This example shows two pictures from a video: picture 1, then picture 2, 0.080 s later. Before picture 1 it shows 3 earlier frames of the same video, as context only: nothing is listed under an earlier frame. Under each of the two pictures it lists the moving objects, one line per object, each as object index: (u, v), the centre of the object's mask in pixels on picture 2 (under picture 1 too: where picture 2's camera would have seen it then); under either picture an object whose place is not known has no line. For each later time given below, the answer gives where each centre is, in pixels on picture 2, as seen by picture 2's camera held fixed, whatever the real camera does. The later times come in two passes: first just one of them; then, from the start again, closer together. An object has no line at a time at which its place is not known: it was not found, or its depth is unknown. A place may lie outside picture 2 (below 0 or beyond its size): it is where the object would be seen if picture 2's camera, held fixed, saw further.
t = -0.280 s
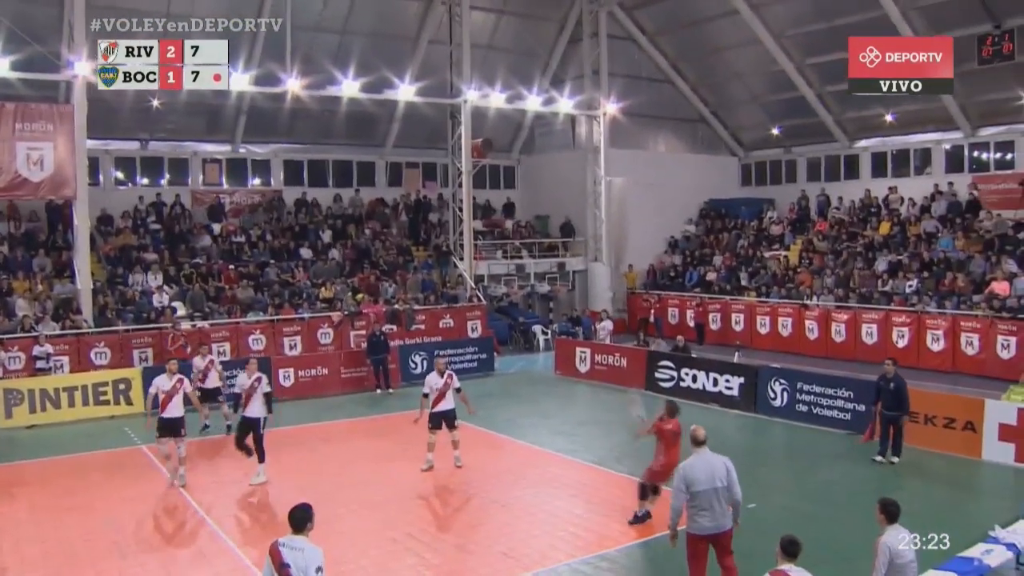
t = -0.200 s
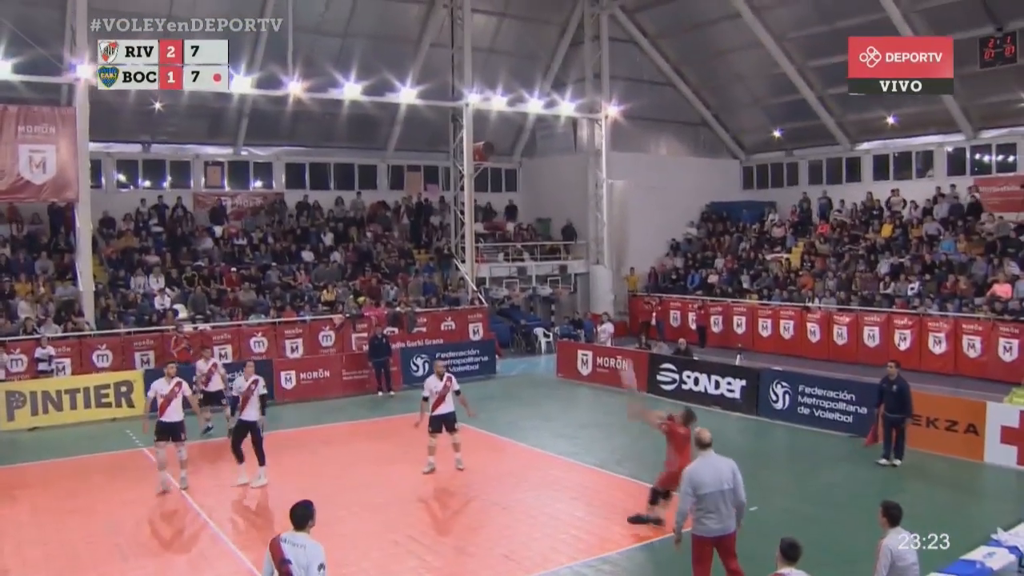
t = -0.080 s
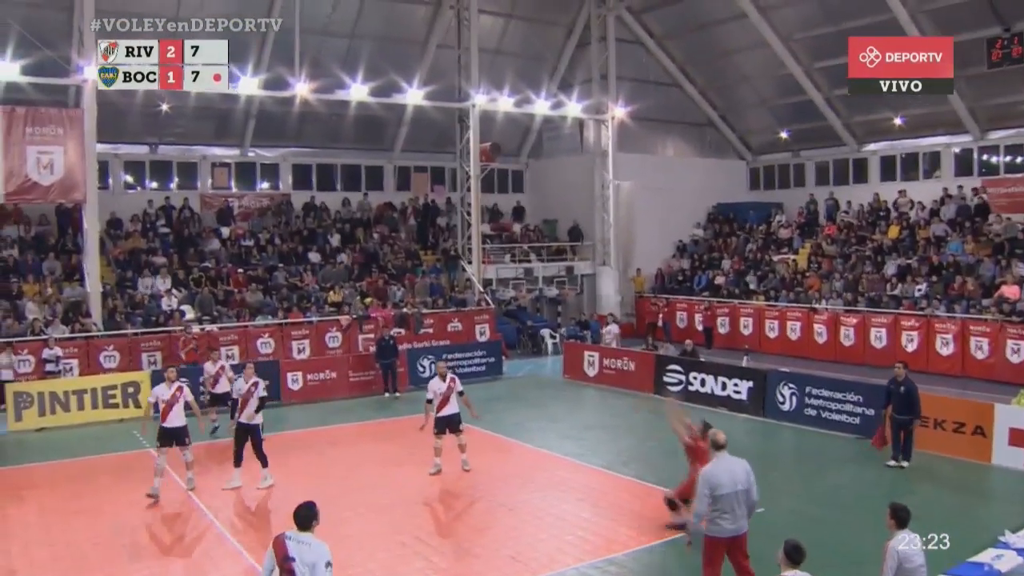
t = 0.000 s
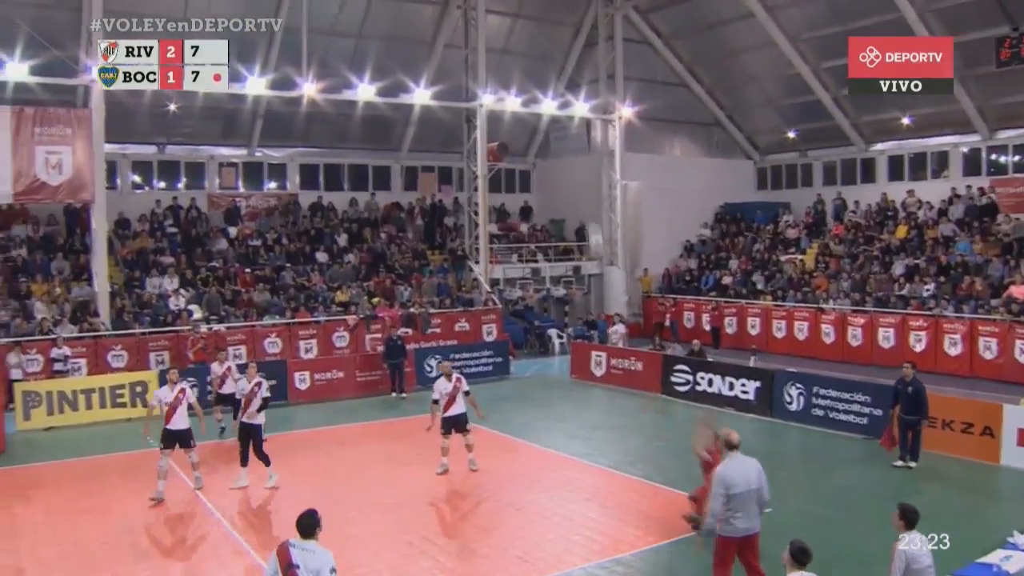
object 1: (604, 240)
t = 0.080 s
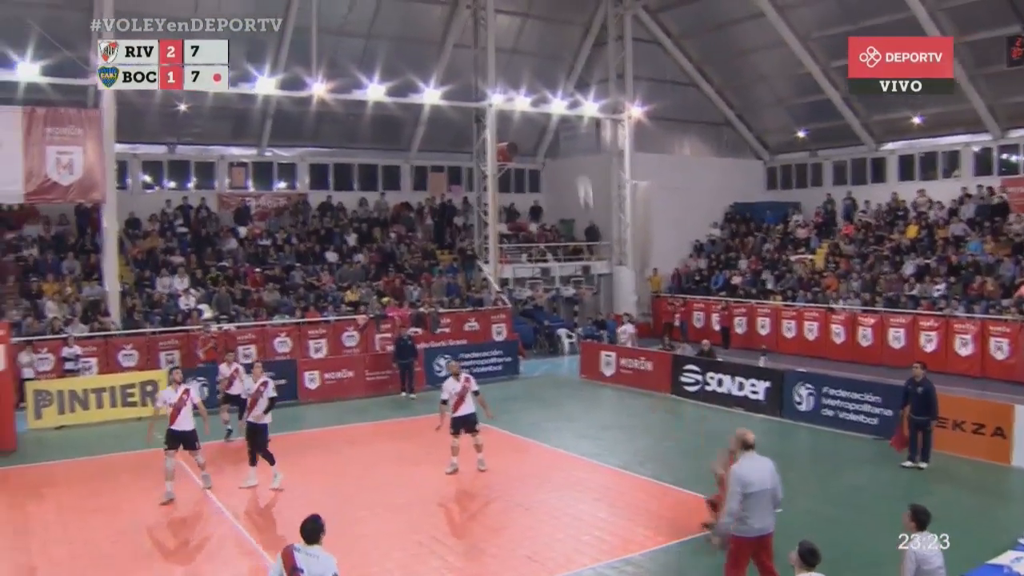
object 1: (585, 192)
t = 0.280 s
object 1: (537, 94)
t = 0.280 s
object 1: (537, 94)
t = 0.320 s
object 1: (524, 80)
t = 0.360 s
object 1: (513, 67)
